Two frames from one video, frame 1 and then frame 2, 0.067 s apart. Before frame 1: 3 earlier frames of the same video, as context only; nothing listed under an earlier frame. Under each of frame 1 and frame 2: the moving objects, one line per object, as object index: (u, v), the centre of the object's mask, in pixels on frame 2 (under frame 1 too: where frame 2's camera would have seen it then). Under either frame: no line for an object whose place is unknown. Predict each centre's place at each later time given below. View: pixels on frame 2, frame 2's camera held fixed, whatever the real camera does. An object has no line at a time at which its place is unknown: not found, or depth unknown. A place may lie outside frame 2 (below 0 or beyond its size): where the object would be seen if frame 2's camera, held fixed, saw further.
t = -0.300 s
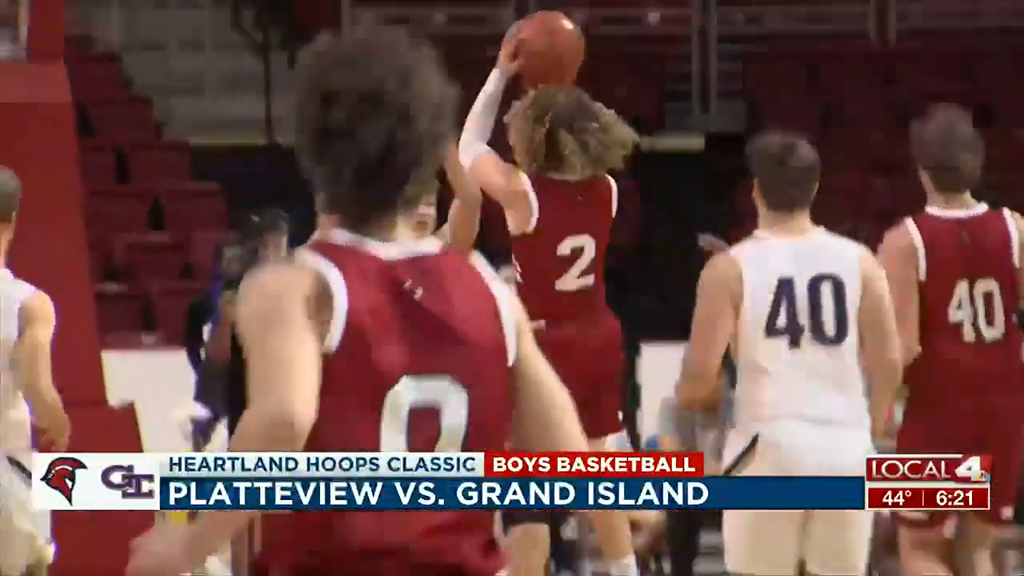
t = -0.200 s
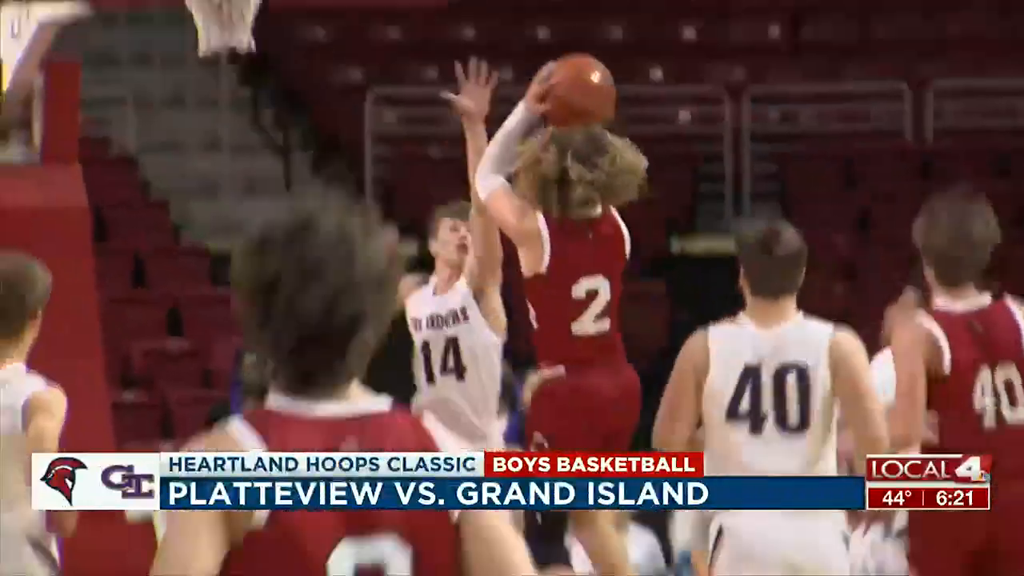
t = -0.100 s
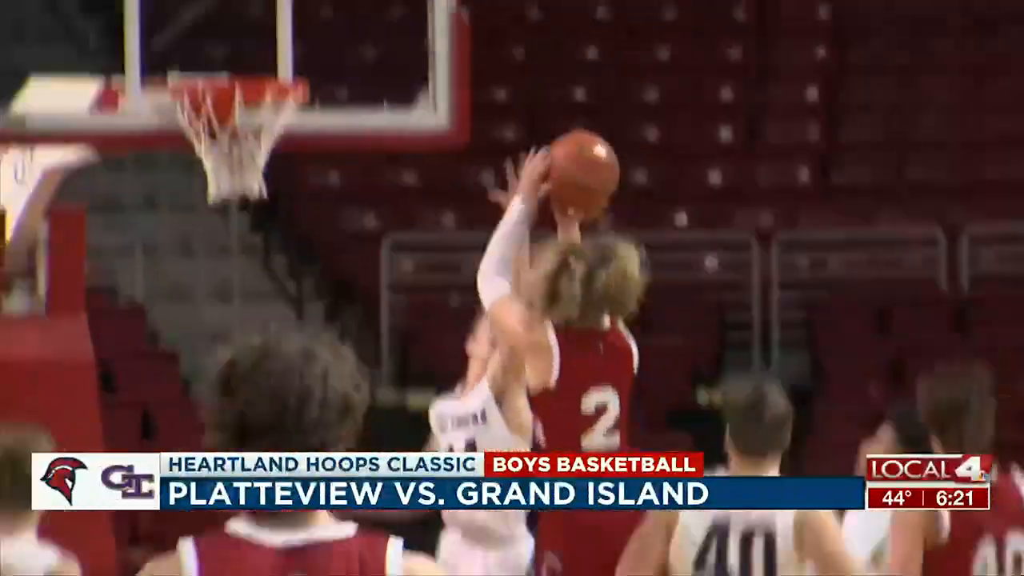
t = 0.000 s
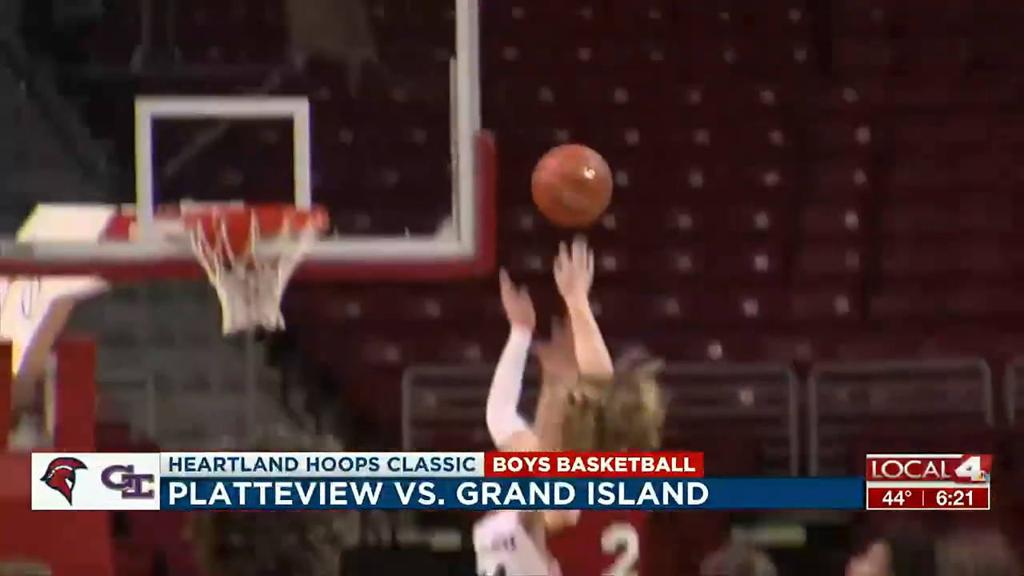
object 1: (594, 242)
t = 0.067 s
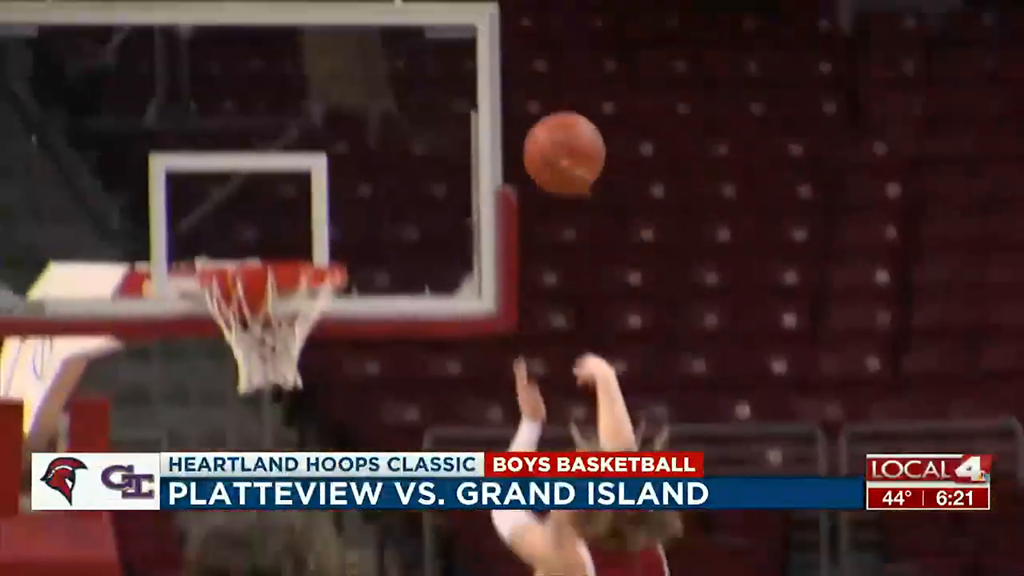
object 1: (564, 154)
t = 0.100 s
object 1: (549, 116)
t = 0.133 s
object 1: (535, 82)
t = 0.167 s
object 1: (521, 50)
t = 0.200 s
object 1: (507, 22)
